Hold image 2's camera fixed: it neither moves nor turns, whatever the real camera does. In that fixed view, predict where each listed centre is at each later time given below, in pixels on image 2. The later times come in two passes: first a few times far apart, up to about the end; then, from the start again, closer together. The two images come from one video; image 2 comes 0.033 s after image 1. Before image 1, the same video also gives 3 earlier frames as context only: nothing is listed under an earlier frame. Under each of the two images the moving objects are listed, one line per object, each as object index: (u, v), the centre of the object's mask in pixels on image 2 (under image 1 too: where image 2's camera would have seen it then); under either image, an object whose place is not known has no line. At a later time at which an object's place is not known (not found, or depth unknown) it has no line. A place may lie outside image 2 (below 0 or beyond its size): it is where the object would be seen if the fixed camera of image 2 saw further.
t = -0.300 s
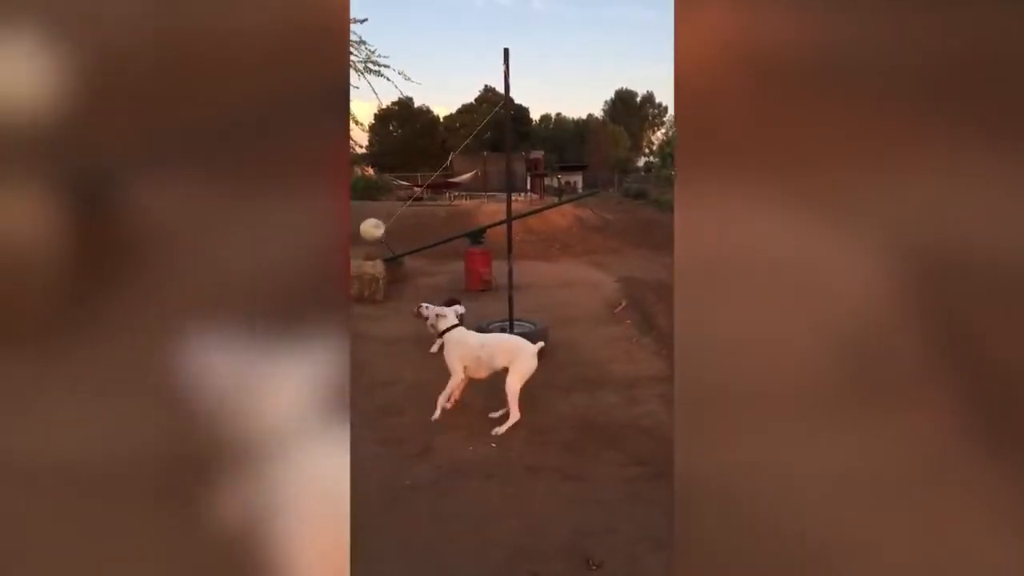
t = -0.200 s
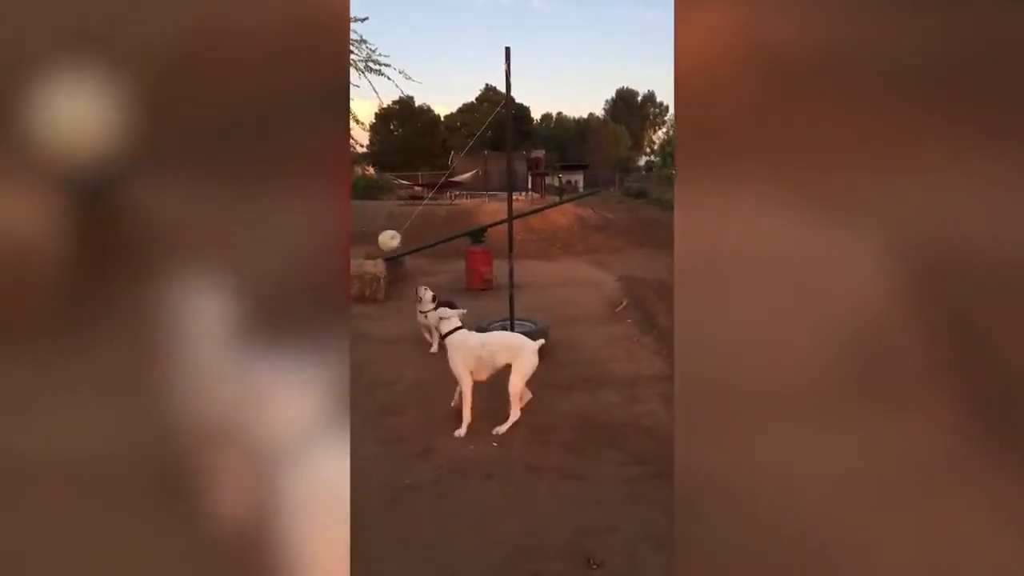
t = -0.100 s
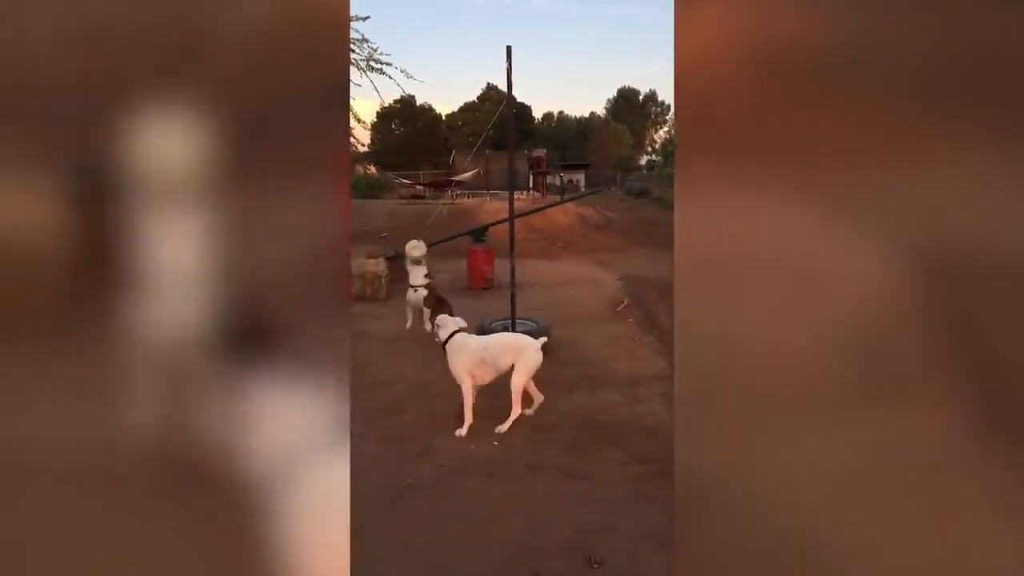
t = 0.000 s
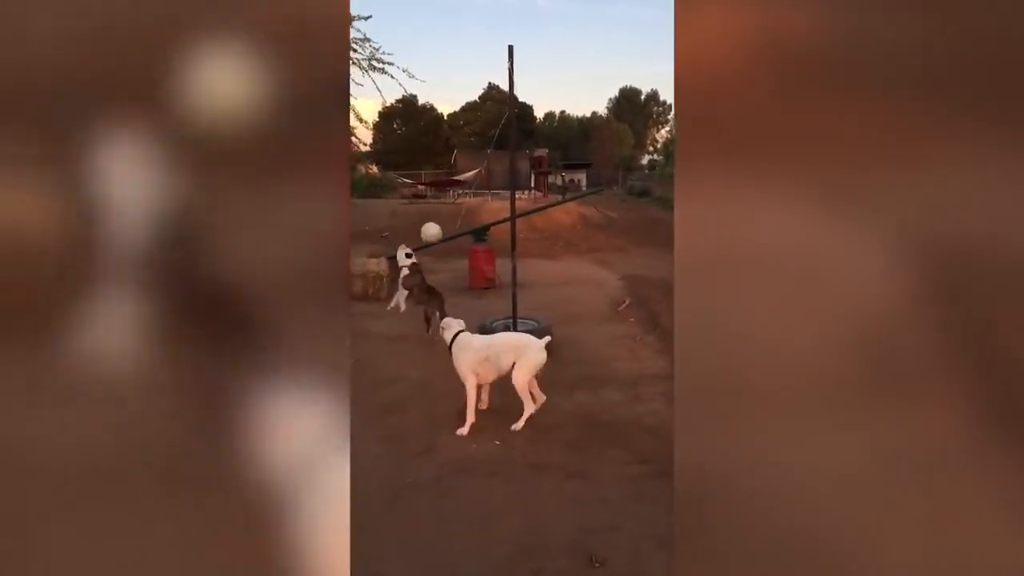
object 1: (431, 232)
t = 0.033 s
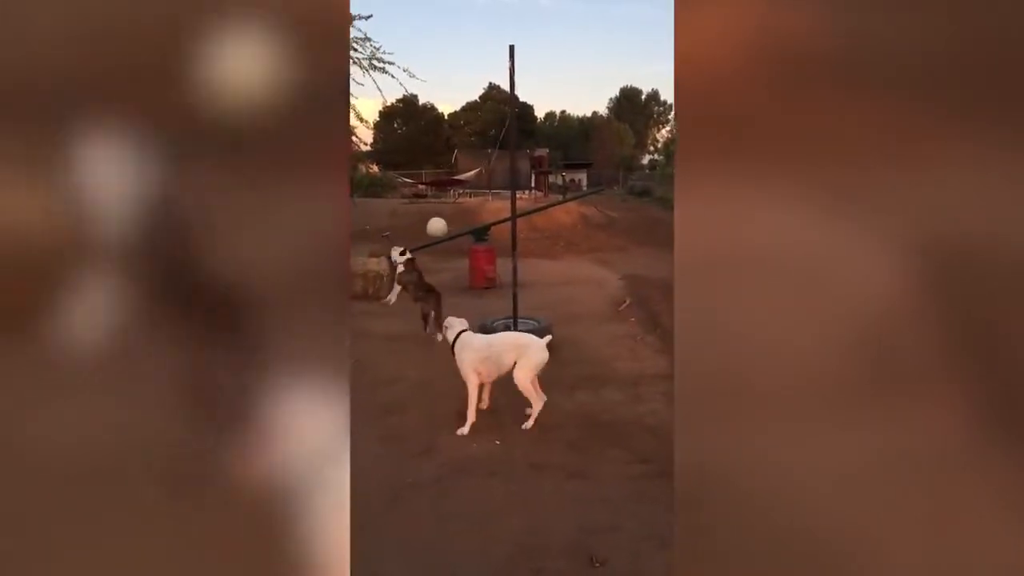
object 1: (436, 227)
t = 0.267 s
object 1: (472, 229)
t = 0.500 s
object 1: (516, 225)
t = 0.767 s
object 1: (565, 243)
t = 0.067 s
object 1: (442, 224)
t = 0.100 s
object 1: (447, 222)
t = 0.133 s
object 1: (453, 221)
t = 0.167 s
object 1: (457, 221)
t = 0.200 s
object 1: (462, 223)
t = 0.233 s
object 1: (468, 226)
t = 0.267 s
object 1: (472, 229)
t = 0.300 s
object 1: (477, 230)
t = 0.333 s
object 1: (483, 229)
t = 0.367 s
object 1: (489, 226)
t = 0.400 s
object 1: (495, 225)
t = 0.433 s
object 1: (501, 224)
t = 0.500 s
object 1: (516, 225)
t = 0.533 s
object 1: (523, 226)
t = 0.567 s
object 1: (528, 231)
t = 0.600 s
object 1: (535, 235)
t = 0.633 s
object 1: (542, 237)
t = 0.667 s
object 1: (548, 238)
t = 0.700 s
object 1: (554, 241)
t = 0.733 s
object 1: (559, 242)
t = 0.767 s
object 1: (565, 243)
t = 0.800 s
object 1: (571, 245)
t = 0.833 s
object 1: (576, 248)
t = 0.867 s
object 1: (582, 252)
